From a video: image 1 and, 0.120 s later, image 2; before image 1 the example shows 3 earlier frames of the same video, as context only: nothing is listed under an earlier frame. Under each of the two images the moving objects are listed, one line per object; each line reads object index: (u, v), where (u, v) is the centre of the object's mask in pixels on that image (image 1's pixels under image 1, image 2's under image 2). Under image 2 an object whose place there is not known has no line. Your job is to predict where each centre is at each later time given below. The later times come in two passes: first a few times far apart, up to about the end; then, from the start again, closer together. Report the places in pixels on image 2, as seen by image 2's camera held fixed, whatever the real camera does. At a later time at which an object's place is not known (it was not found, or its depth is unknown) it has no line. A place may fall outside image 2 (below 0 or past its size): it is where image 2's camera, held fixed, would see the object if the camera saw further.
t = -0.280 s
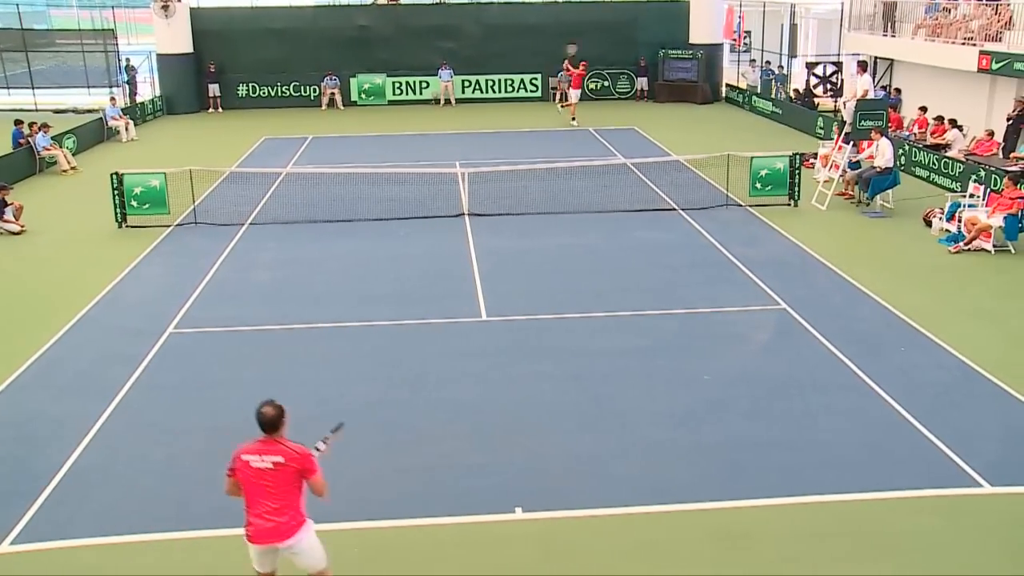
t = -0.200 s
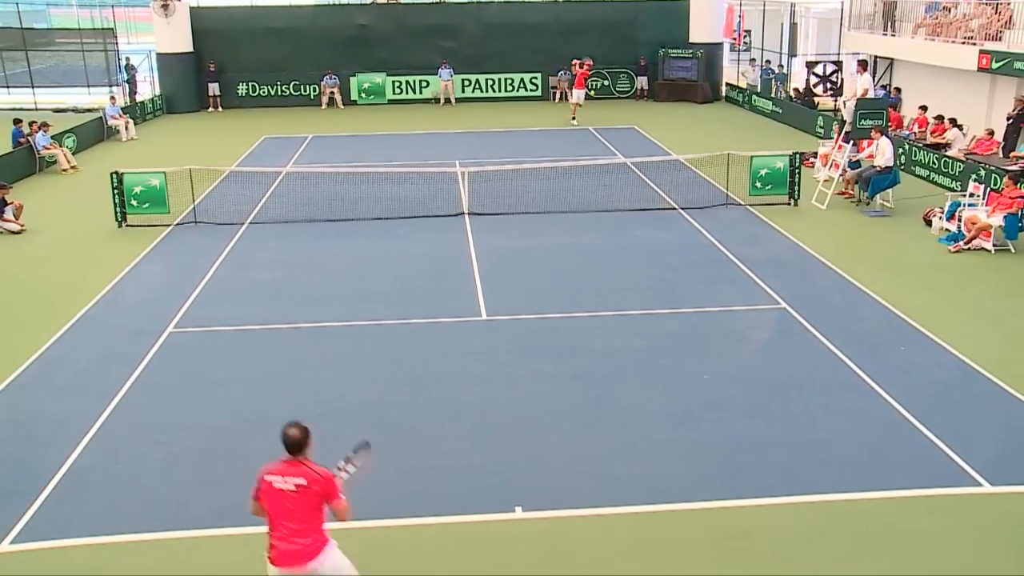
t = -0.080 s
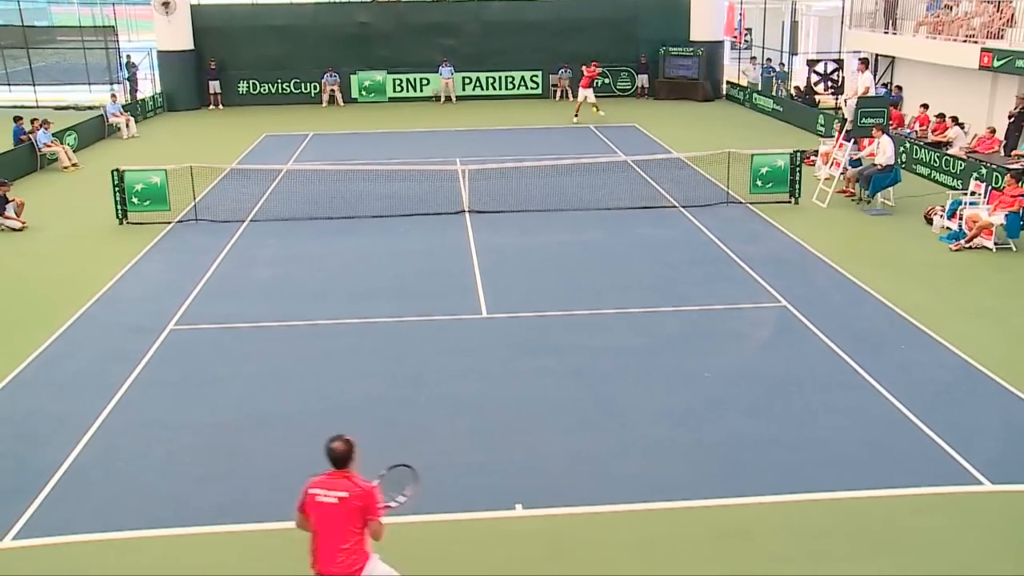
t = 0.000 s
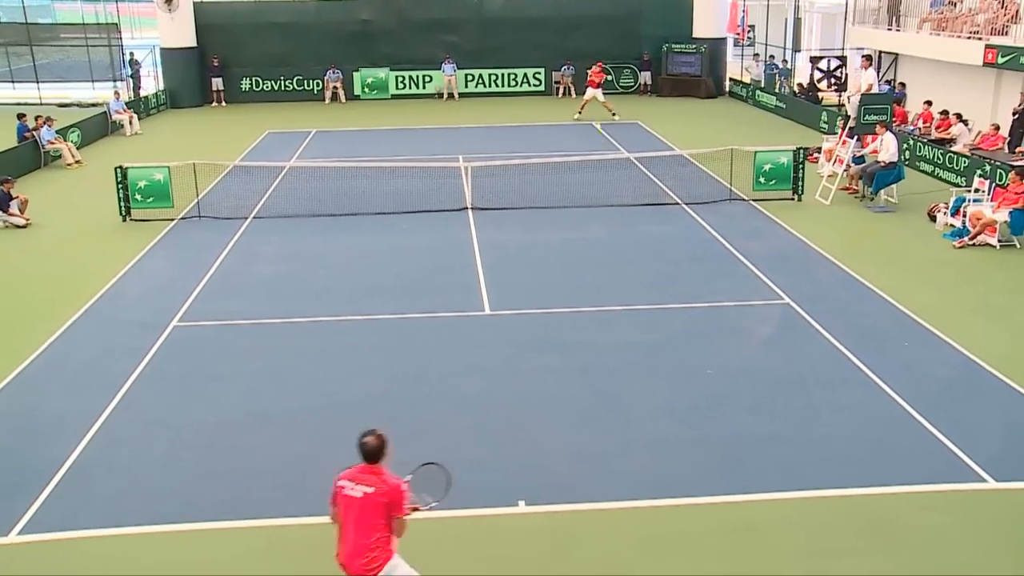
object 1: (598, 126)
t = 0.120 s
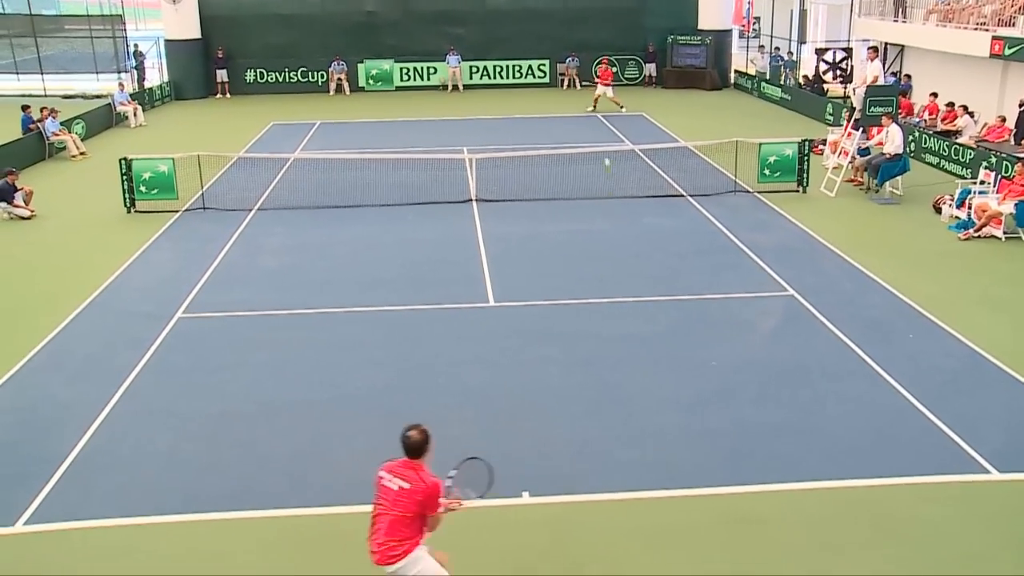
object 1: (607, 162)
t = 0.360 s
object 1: (620, 312)
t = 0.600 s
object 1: (628, 338)
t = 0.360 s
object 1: (620, 312)
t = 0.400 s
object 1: (620, 312)
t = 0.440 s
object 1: (622, 313)
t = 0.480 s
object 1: (623, 316)
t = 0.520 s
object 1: (625, 320)
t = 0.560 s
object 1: (626, 327)
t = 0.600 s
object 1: (628, 338)
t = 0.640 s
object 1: (630, 350)
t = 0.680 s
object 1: (632, 366)
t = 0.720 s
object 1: (635, 385)
